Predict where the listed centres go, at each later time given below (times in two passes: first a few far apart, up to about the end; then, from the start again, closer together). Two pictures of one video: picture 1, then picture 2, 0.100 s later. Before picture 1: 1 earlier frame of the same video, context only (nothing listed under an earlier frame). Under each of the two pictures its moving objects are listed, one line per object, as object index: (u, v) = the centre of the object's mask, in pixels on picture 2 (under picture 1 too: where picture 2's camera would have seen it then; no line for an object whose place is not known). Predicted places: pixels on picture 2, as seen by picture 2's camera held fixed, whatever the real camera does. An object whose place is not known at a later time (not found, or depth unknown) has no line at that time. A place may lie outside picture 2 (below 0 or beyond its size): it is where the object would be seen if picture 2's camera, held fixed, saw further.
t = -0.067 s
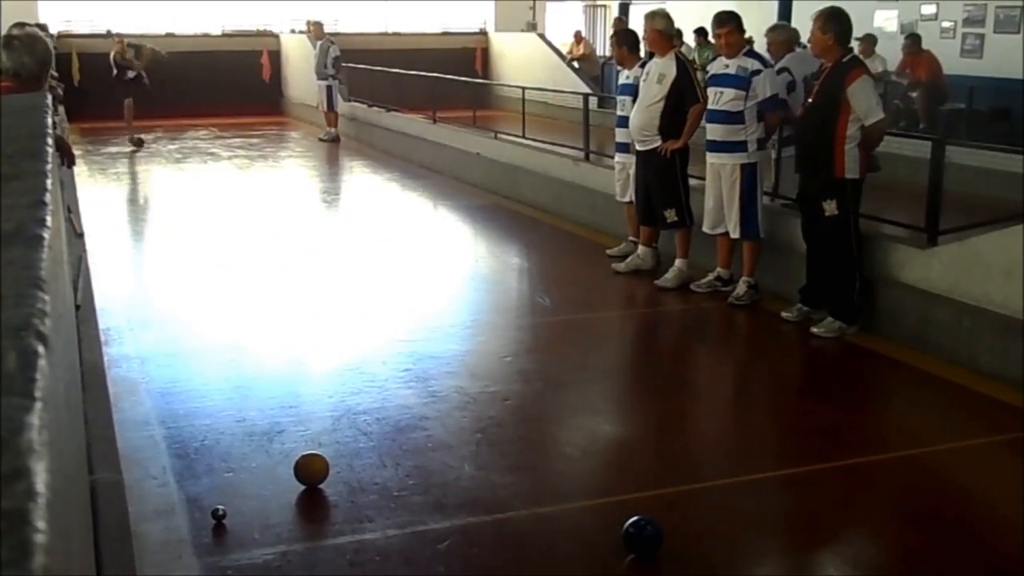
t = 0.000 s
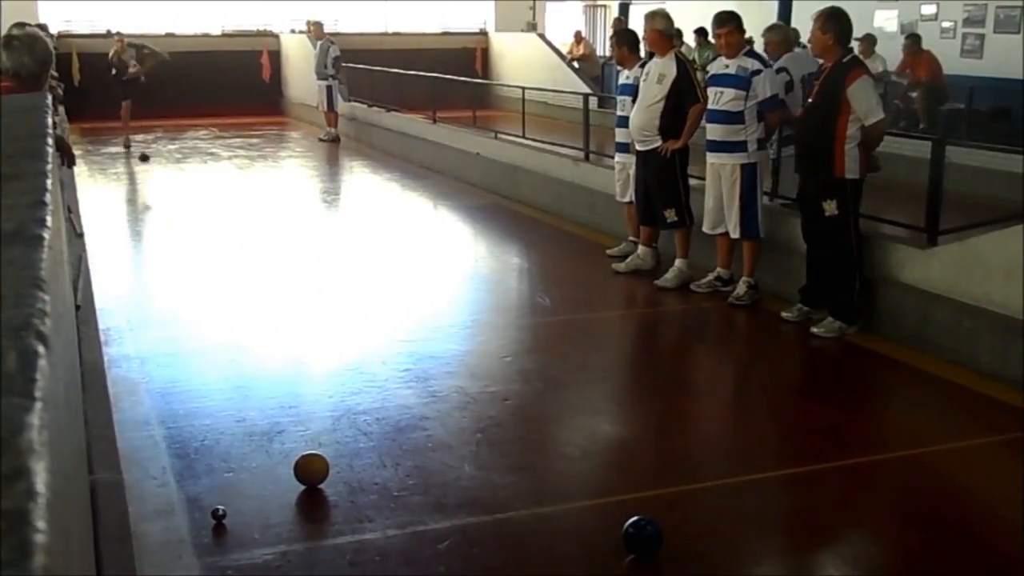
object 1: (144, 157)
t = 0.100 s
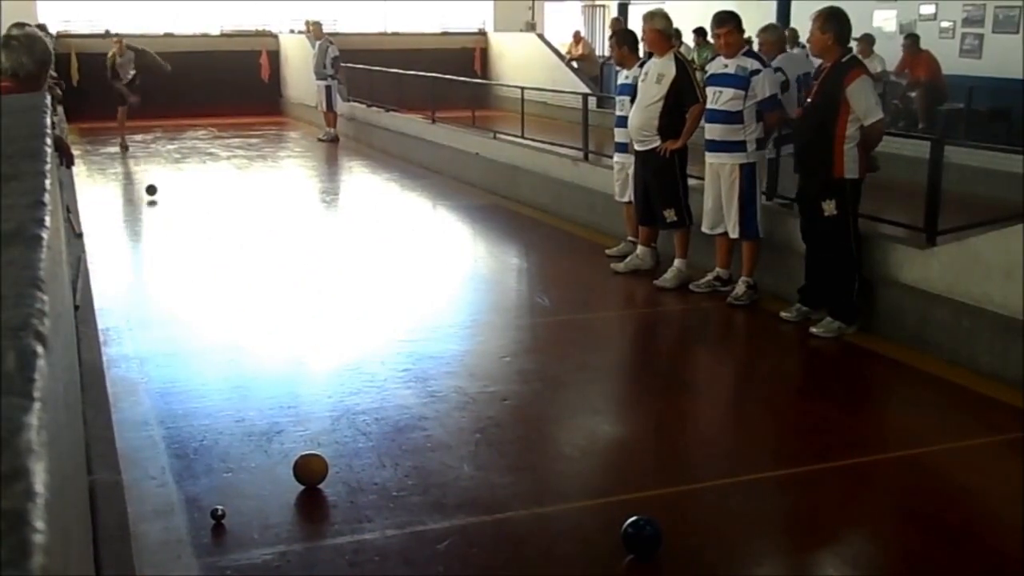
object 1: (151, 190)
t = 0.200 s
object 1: (158, 193)
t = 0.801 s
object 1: (274, 425)
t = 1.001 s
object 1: (173, 500)
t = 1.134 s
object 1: (168, 526)
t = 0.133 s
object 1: (153, 190)
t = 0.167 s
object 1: (156, 191)
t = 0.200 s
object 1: (158, 193)
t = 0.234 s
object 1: (161, 196)
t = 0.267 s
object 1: (164, 202)
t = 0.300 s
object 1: (168, 209)
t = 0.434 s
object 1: (185, 254)
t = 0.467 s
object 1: (190, 260)
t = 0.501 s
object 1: (195, 267)
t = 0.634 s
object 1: (221, 323)
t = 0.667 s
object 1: (230, 337)
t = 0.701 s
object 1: (239, 353)
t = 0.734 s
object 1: (249, 372)
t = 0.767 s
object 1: (261, 395)
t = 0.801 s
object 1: (274, 425)
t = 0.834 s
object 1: (289, 450)
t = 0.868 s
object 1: (273, 459)
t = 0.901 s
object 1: (250, 464)
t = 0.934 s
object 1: (225, 473)
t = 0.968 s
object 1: (200, 484)
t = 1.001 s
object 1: (173, 500)
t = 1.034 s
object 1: (146, 514)
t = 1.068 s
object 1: (146, 516)
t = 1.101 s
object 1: (156, 520)
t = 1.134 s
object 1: (168, 526)
